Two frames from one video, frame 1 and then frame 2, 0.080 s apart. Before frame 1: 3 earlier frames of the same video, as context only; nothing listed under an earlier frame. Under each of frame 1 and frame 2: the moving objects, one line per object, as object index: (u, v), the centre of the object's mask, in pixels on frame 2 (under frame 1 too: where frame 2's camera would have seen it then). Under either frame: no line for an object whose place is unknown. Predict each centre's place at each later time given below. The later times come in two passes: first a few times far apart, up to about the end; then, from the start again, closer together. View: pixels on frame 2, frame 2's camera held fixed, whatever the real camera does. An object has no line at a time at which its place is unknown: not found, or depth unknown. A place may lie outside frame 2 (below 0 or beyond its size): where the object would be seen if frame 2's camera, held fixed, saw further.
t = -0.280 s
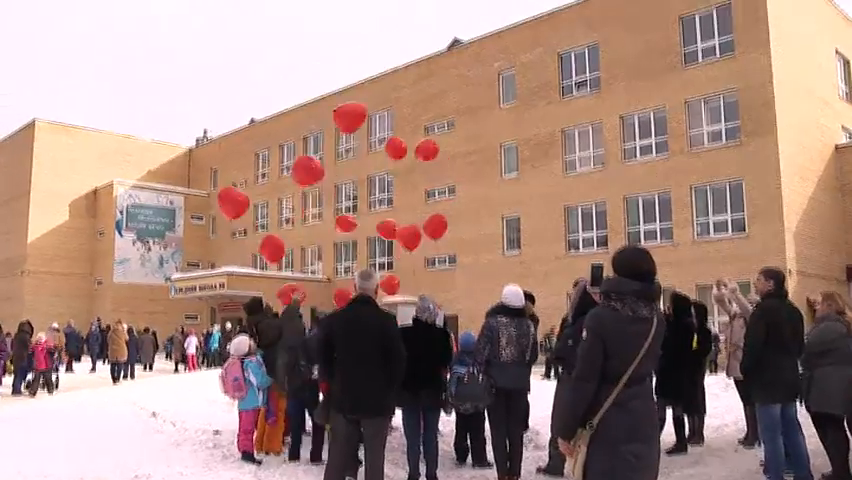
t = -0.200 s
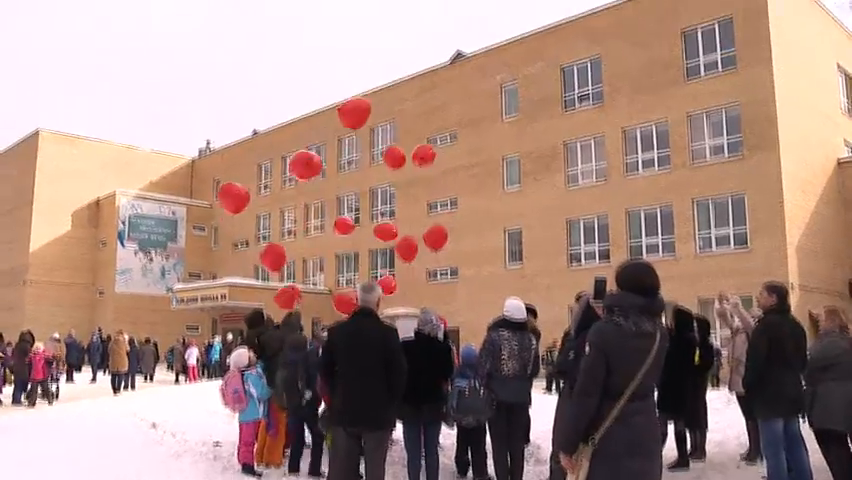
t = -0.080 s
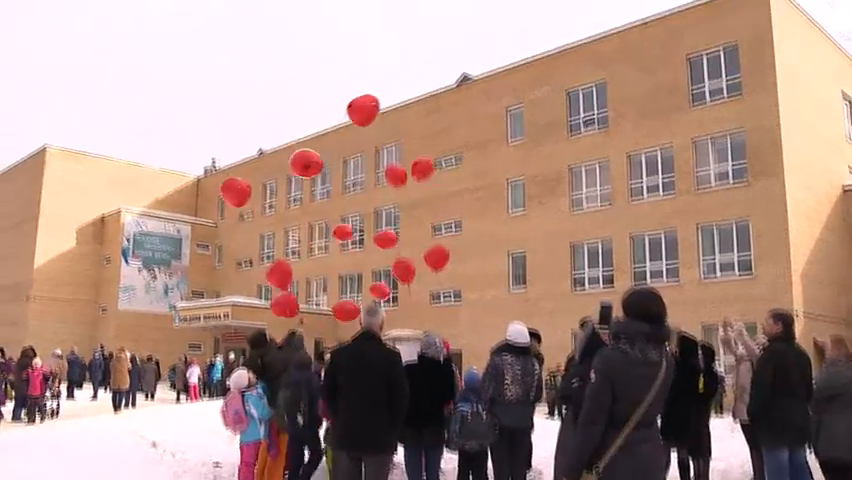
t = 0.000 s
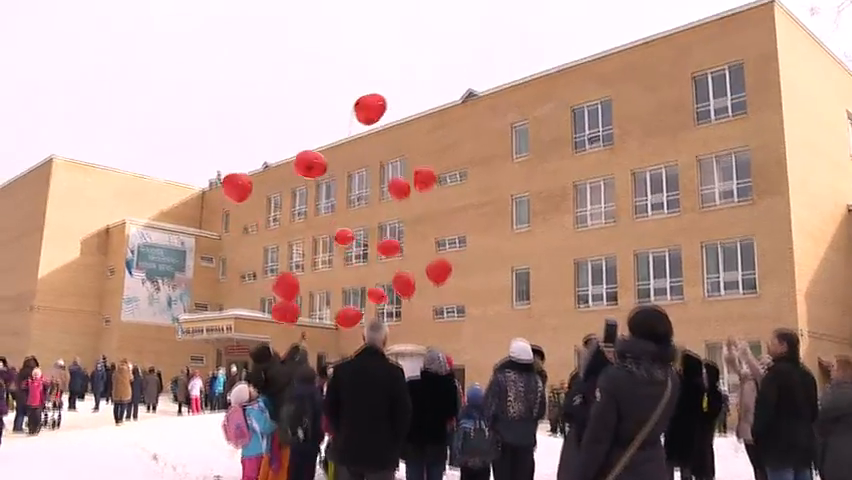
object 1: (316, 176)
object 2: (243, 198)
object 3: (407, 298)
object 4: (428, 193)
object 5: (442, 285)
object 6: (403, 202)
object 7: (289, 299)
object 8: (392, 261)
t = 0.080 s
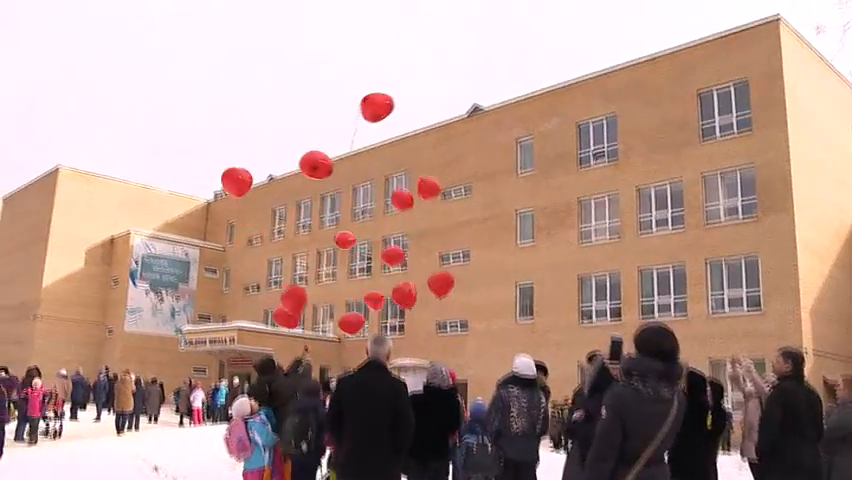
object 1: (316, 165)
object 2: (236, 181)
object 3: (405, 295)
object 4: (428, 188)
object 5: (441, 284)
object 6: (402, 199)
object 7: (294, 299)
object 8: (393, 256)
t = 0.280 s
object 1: (322, 139)
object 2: (220, 143)
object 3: (399, 275)
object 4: (433, 179)
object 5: (439, 279)
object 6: (398, 193)
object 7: (305, 298)
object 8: (396, 248)
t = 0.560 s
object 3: (393, 243)
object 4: (451, 166)
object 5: (437, 277)
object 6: (399, 174)
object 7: (318, 300)
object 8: (393, 229)
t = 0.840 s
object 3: (390, 226)
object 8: (382, 210)
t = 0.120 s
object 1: (316, 159)
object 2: (233, 173)
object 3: (403, 292)
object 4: (428, 186)
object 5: (440, 283)
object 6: (402, 198)
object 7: (296, 300)
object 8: (393, 254)
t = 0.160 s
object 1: (318, 154)
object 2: (230, 165)
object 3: (402, 289)
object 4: (429, 184)
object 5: (440, 281)
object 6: (401, 197)
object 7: (299, 300)
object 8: (394, 252)
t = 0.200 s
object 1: (319, 149)
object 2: (226, 158)
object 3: (401, 285)
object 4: (429, 182)
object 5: (439, 281)
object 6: (400, 196)
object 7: (301, 299)
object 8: (395, 251)
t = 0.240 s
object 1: (321, 144)
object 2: (223, 150)
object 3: (400, 281)
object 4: (431, 180)
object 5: (439, 280)
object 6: (399, 194)
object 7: (302, 298)
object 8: (395, 249)
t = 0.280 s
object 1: (322, 139)
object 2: (220, 143)
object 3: (399, 275)
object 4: (433, 179)
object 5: (439, 279)
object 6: (398, 193)
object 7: (305, 298)
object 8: (396, 248)
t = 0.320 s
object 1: (324, 134)
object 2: (217, 136)
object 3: (399, 270)
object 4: (435, 178)
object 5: (438, 279)
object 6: (397, 190)
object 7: (307, 297)
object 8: (396, 247)
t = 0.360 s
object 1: (326, 129)
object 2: (214, 129)
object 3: (398, 265)
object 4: (437, 176)
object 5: (438, 278)
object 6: (397, 188)
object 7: (308, 297)
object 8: (396, 244)
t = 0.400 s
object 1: (328, 124)
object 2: (211, 123)
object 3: (397, 260)
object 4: (440, 174)
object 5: (438, 277)
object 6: (396, 185)
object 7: (311, 297)
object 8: (395, 242)
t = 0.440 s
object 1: (329, 118)
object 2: (208, 117)
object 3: (396, 255)
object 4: (442, 172)
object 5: (438, 277)
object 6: (397, 182)
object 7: (313, 296)
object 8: (395, 239)
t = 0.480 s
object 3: (395, 250)
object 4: (445, 170)
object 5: (438, 277)
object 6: (397, 179)
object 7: (315, 296)
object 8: (394, 235)
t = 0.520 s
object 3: (394, 247)
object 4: (448, 168)
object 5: (438, 277)
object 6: (398, 177)
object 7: (317, 298)
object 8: (394, 232)
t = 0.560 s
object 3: (393, 243)
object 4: (451, 166)
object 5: (437, 277)
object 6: (399, 174)
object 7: (318, 300)
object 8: (393, 229)
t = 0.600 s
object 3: (393, 240)
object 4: (453, 164)
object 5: (437, 276)
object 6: (401, 171)
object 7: (319, 301)
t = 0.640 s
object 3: (392, 237)
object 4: (455, 161)
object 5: (437, 276)
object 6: (402, 168)
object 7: (320, 302)
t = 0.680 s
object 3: (391, 234)
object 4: (457, 158)
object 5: (437, 275)
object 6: (404, 166)
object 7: (321, 302)
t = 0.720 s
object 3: (390, 231)
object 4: (458, 156)
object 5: (437, 275)
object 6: (405, 164)
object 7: (322, 303)
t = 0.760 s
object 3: (390, 229)
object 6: (406, 162)
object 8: (385, 215)
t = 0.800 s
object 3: (390, 227)
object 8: (383, 212)
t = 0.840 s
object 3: (390, 226)
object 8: (382, 210)
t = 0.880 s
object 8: (381, 207)
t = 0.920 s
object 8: (379, 204)
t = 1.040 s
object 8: (372, 192)
